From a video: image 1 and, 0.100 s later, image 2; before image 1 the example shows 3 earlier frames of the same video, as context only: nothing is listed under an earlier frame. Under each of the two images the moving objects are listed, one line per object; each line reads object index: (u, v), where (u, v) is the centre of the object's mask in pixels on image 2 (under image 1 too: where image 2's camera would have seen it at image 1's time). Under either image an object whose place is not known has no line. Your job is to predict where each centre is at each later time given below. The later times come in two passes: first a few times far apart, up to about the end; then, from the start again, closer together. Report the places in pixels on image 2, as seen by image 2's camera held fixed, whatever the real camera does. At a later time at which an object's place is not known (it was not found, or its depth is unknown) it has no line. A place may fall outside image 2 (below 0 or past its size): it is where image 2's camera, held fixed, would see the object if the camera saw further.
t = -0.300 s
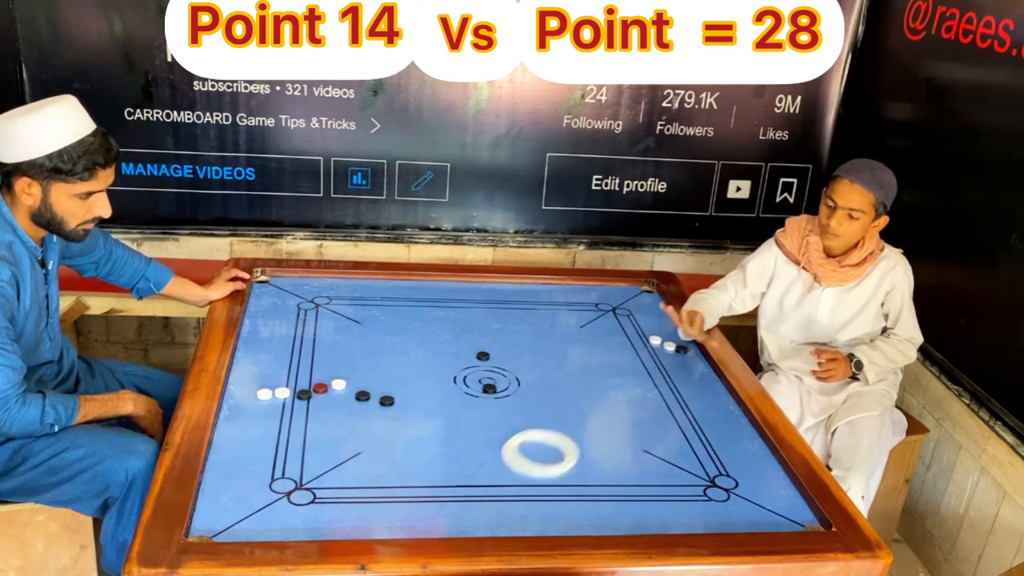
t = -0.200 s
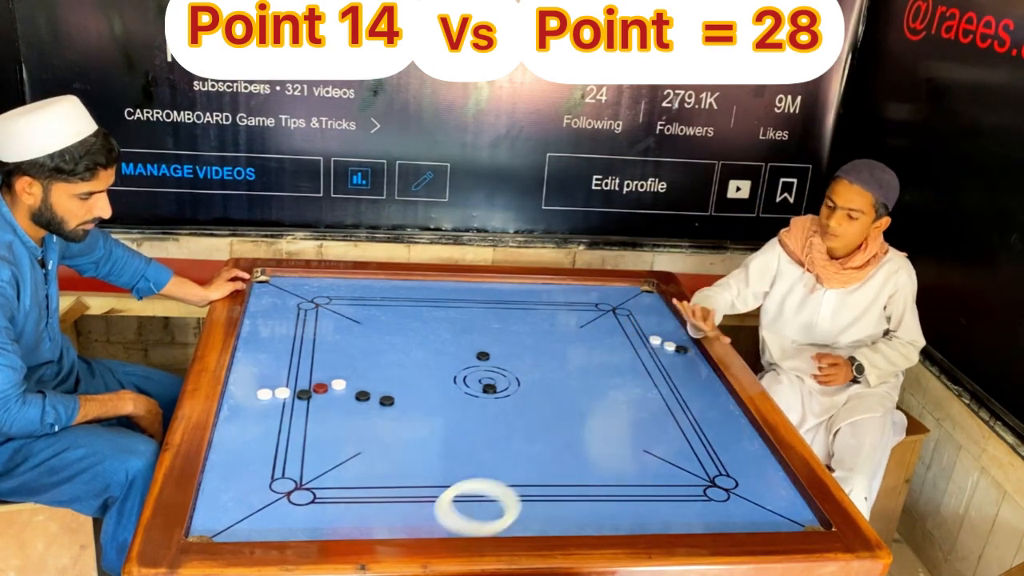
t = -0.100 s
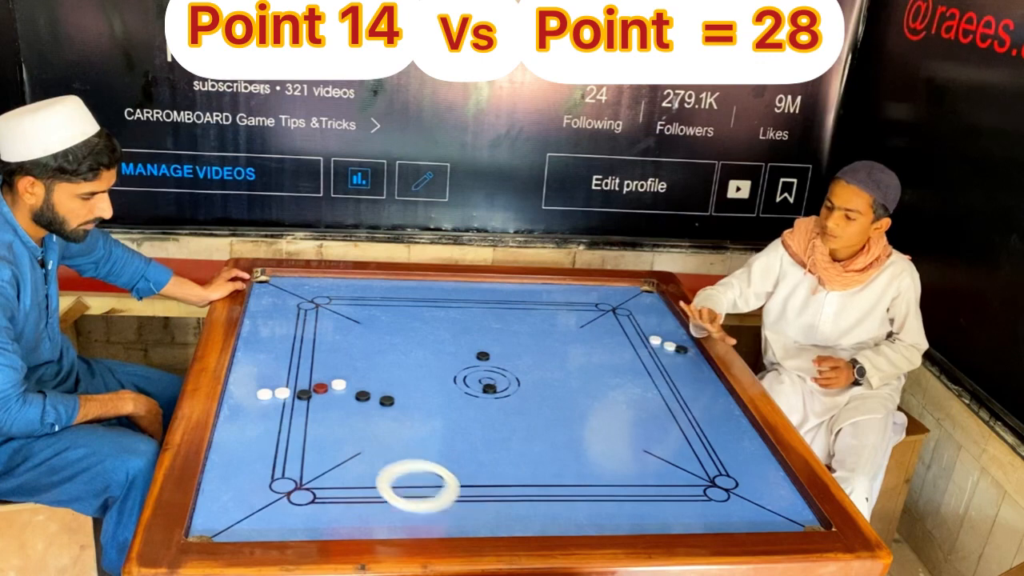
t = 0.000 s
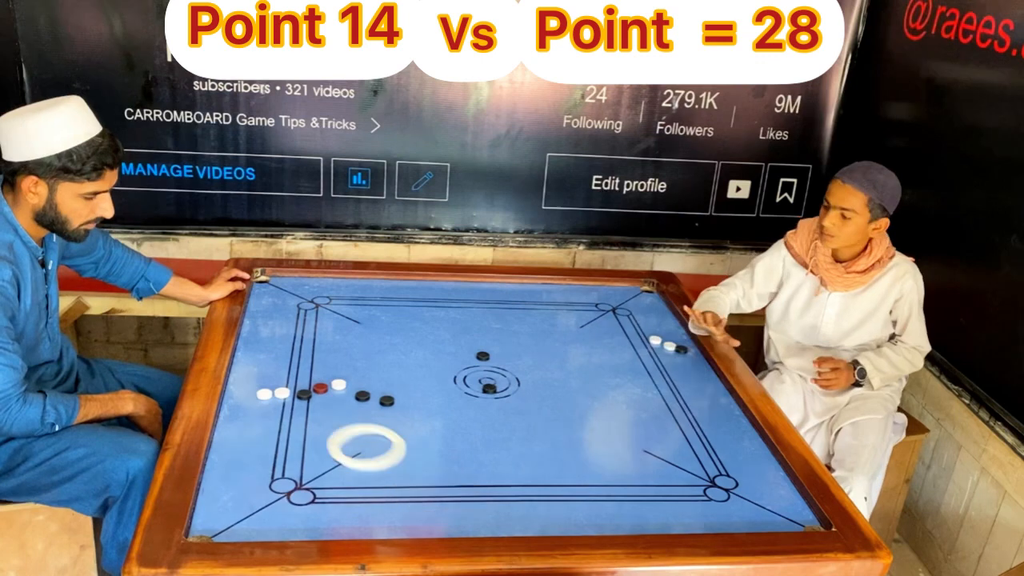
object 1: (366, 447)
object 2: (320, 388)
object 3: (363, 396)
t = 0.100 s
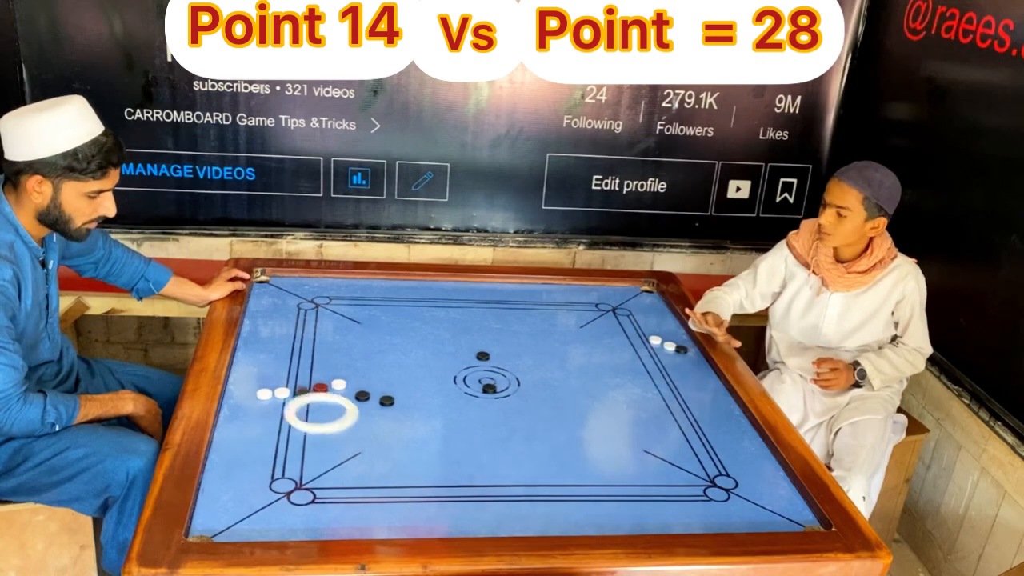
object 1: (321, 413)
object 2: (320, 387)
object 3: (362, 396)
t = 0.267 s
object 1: (278, 382)
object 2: (317, 355)
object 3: (363, 396)
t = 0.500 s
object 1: (298, 349)
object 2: (320, 318)
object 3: (362, 396)
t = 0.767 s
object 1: (349, 319)
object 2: (350, 295)
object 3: (362, 396)
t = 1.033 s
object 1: (390, 298)
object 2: (425, 285)
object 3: (375, 390)
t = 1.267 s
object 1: (426, 295)
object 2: (479, 289)
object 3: (392, 384)
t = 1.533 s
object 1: (474, 311)
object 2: (535, 301)
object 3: (409, 377)
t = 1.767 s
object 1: (517, 325)
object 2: (583, 312)
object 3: (422, 372)
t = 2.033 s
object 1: (567, 342)
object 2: (638, 325)
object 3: (433, 368)
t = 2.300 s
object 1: (617, 359)
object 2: (682, 337)
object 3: (440, 365)
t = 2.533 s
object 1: (661, 374)
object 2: (665, 339)
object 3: (445, 363)
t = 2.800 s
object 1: (694, 392)
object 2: (661, 337)
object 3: (446, 363)
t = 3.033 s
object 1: (677, 410)
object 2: (657, 335)
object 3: (446, 363)
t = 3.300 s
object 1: (657, 432)
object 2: (652, 332)
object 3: (446, 363)
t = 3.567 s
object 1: (635, 455)
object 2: (646, 331)
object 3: (446, 363)
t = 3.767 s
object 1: (619, 473)
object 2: (642, 331)
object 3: (446, 363)
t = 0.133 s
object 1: (309, 405)
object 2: (320, 380)
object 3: (362, 396)
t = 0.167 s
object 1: (301, 399)
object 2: (318, 375)
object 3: (362, 396)
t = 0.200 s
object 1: (293, 393)
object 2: (318, 368)
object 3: (363, 396)
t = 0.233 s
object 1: (286, 387)
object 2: (317, 361)
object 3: (363, 396)
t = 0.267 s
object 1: (278, 382)
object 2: (317, 355)
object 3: (363, 396)
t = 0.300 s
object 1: (270, 376)
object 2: (316, 349)
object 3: (362, 396)
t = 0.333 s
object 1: (263, 370)
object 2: (315, 343)
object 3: (362, 396)
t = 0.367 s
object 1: (269, 366)
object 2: (315, 337)
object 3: (362, 396)
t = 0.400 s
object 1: (277, 362)
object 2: (314, 331)
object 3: (362, 396)
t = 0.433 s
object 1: (284, 357)
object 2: (314, 326)
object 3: (362, 396)
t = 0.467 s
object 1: (291, 353)
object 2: (316, 323)
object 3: (362, 396)
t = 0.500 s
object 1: (298, 349)
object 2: (320, 318)
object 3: (362, 396)
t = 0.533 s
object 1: (305, 345)
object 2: (324, 315)
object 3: (362, 396)
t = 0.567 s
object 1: (312, 341)
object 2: (327, 312)
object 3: (362, 396)
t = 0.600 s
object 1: (319, 337)
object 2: (332, 309)
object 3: (362, 396)
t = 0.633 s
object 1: (325, 334)
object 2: (335, 306)
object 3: (362, 396)
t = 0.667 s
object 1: (331, 330)
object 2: (339, 303)
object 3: (362, 396)
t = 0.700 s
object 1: (338, 326)
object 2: (343, 300)
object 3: (362, 396)
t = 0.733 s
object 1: (343, 323)
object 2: (346, 298)
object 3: (362, 396)
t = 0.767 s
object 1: (349, 319)
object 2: (350, 295)
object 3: (362, 396)
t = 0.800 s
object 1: (355, 316)
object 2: (358, 295)
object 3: (362, 396)
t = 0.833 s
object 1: (360, 313)
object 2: (367, 295)
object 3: (362, 396)
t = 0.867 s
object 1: (366, 310)
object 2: (377, 294)
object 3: (363, 395)
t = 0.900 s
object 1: (371, 308)
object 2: (388, 292)
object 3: (365, 394)
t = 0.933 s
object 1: (375, 305)
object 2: (397, 291)
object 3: (367, 394)
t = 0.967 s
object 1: (380, 303)
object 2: (407, 289)
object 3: (370, 393)
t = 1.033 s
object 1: (390, 298)
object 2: (425, 285)
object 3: (375, 390)
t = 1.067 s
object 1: (394, 296)
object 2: (434, 282)
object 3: (378, 390)
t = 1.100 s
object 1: (399, 294)
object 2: (442, 281)
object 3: (380, 389)
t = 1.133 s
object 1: (404, 292)
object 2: (449, 282)
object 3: (383, 387)
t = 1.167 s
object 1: (408, 290)
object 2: (456, 284)
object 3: (385, 386)
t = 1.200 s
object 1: (414, 291)
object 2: (464, 286)
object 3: (388, 385)
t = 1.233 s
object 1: (420, 293)
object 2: (472, 287)
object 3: (390, 384)
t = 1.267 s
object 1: (426, 295)
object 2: (479, 289)
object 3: (392, 384)
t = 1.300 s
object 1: (432, 297)
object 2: (485, 290)
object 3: (394, 383)
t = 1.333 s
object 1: (438, 299)
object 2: (492, 292)
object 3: (397, 382)
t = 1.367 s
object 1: (444, 301)
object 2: (499, 293)
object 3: (399, 381)
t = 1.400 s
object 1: (450, 303)
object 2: (506, 295)
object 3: (401, 380)
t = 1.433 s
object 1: (456, 305)
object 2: (513, 297)
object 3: (403, 380)
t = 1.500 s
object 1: (469, 309)
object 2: (527, 300)
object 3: (407, 378)
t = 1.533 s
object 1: (474, 311)
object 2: (535, 301)
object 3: (409, 377)
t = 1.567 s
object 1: (481, 313)
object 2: (542, 303)
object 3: (411, 376)
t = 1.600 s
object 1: (487, 315)
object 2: (549, 305)
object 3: (413, 376)
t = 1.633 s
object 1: (493, 317)
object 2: (556, 306)
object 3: (415, 375)
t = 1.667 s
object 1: (499, 318)
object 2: (562, 308)
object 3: (416, 374)
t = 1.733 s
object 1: (511, 323)
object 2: (576, 311)
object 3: (420, 373)
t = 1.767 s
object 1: (517, 325)
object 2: (583, 312)
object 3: (422, 372)
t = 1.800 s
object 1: (524, 327)
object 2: (590, 314)
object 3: (423, 372)
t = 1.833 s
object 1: (530, 329)
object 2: (596, 316)
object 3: (425, 371)
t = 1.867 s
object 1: (536, 331)
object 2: (604, 317)
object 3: (426, 371)
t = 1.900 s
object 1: (542, 333)
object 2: (611, 318)
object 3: (428, 370)
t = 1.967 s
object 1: (554, 337)
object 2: (624, 322)
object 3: (430, 369)
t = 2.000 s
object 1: (561, 339)
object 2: (631, 323)
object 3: (431, 369)
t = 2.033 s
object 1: (567, 342)
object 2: (638, 325)
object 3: (433, 368)
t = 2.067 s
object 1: (573, 344)
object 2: (645, 327)
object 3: (433, 368)
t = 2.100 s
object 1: (579, 346)
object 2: (652, 328)
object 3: (435, 367)
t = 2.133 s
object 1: (585, 348)
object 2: (658, 330)
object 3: (436, 367)
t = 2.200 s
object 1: (598, 352)
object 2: (671, 333)
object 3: (438, 366)
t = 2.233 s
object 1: (604, 354)
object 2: (677, 335)
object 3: (439, 366)
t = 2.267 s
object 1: (610, 356)
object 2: (685, 336)
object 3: (439, 366)
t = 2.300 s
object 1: (617, 359)
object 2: (682, 337)
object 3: (440, 365)
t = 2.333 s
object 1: (623, 361)
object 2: (677, 338)
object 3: (441, 365)
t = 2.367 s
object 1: (629, 363)
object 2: (673, 338)
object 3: (442, 364)
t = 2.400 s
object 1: (635, 365)
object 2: (670, 339)
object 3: (442, 364)
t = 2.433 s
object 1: (642, 367)
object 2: (667, 339)
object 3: (443, 364)
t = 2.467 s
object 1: (648, 369)
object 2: (665, 339)
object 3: (444, 364)
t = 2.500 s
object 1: (654, 371)
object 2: (665, 339)
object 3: (444, 364)
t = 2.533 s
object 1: (661, 374)
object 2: (665, 339)
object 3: (445, 363)
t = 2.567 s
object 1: (667, 376)
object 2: (664, 339)
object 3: (445, 363)
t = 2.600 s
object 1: (673, 378)
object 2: (664, 338)
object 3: (446, 363)
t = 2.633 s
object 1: (679, 380)
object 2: (663, 338)
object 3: (446, 363)
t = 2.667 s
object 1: (685, 383)
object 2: (663, 338)
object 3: (446, 363)
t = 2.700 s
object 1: (692, 385)
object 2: (662, 337)
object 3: (446, 363)
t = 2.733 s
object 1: (697, 387)
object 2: (662, 337)
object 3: (446, 363)
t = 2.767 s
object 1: (696, 389)
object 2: (662, 337)
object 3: (446, 363)
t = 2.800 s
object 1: (694, 392)
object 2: (661, 337)
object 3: (446, 363)
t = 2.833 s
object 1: (692, 395)
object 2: (660, 336)
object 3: (446, 363)
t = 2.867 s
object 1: (689, 397)
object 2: (660, 336)
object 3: (446, 363)
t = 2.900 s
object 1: (687, 400)
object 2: (659, 336)
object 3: (446, 363)
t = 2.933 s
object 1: (684, 402)
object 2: (659, 336)
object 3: (446, 363)
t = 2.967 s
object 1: (682, 405)
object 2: (659, 335)
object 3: (446, 363)
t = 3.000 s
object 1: (680, 408)
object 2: (658, 335)
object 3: (446, 363)
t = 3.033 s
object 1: (677, 410)
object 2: (657, 335)
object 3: (446, 363)
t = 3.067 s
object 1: (675, 413)
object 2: (657, 334)
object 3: (446, 363)
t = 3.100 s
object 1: (673, 416)
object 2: (656, 334)
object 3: (446, 363)
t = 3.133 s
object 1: (670, 419)
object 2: (655, 334)
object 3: (446, 363)
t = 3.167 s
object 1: (667, 421)
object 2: (654, 334)
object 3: (446, 363)
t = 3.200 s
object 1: (665, 424)
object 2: (654, 333)
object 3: (446, 363)
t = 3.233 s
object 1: (662, 427)
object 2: (653, 333)
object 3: (446, 363)
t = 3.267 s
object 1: (660, 430)
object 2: (653, 333)
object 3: (446, 363)
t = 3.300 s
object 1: (657, 432)
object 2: (652, 332)
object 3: (446, 363)
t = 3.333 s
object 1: (654, 435)
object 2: (652, 332)
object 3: (446, 363)
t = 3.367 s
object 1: (652, 438)
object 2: (651, 332)
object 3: (446, 363)
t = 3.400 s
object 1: (649, 441)
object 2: (650, 332)
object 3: (446, 363)
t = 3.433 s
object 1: (646, 444)
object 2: (649, 332)
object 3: (446, 363)
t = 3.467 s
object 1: (644, 447)
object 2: (648, 332)
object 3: (446, 363)
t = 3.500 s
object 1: (641, 450)
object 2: (648, 332)
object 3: (446, 363)
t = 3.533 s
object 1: (638, 453)
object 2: (647, 331)
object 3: (446, 363)
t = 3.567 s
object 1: (635, 455)
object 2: (646, 331)
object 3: (446, 363)
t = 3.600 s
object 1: (633, 458)
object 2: (646, 332)
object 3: (446, 363)
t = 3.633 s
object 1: (630, 461)
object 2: (645, 332)
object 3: (446, 363)
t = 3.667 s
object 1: (627, 464)
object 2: (645, 332)
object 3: (446, 363)
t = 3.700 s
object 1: (625, 467)
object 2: (643, 331)
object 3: (446, 363)
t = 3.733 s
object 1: (622, 470)
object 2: (643, 331)
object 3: (446, 363)
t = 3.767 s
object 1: (619, 473)
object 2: (642, 331)
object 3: (446, 363)
